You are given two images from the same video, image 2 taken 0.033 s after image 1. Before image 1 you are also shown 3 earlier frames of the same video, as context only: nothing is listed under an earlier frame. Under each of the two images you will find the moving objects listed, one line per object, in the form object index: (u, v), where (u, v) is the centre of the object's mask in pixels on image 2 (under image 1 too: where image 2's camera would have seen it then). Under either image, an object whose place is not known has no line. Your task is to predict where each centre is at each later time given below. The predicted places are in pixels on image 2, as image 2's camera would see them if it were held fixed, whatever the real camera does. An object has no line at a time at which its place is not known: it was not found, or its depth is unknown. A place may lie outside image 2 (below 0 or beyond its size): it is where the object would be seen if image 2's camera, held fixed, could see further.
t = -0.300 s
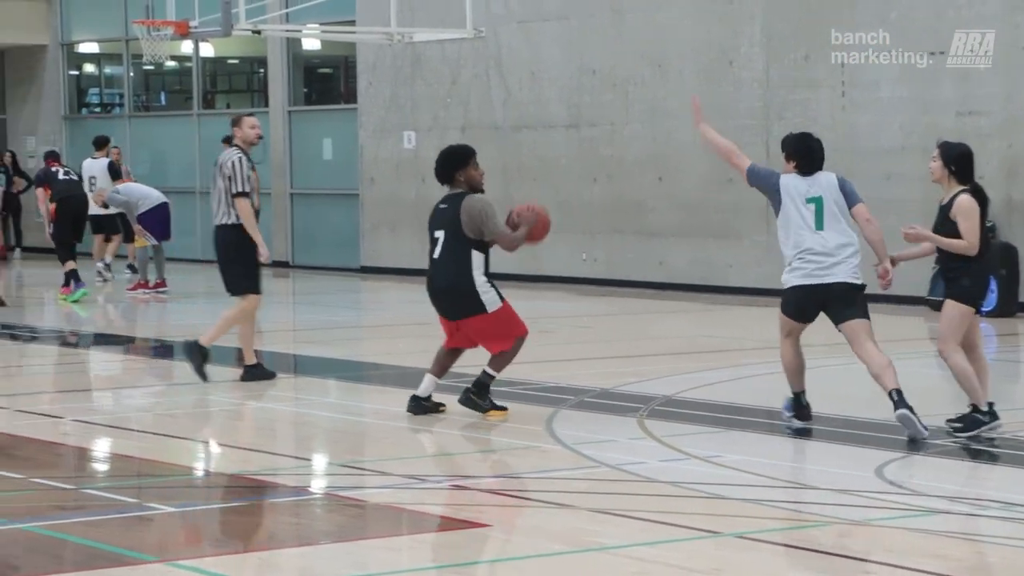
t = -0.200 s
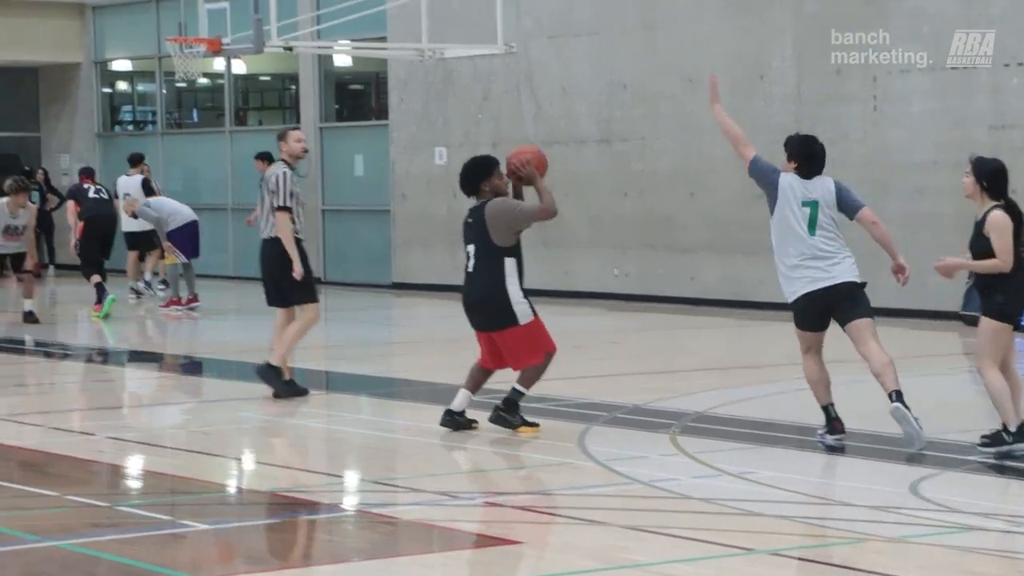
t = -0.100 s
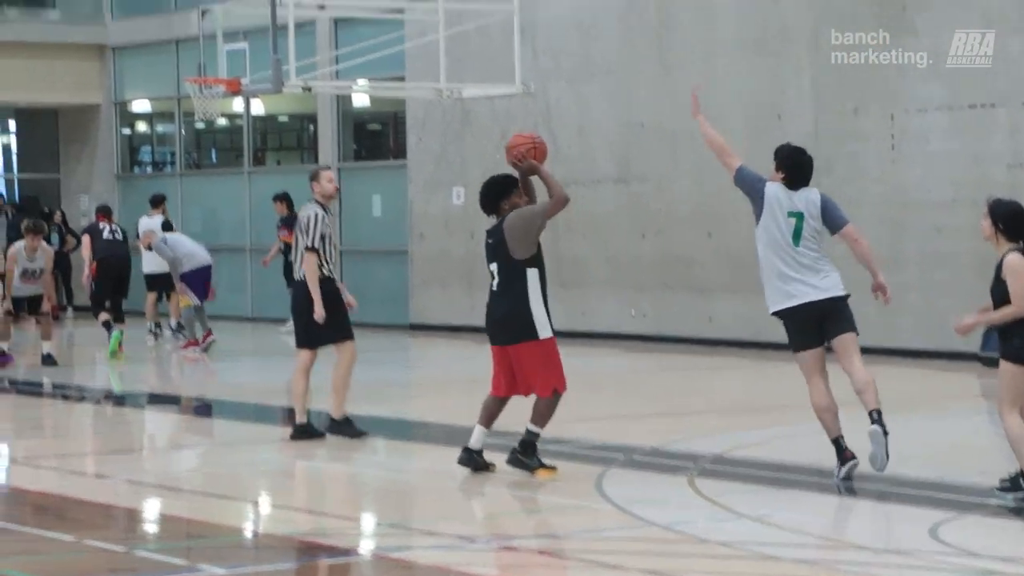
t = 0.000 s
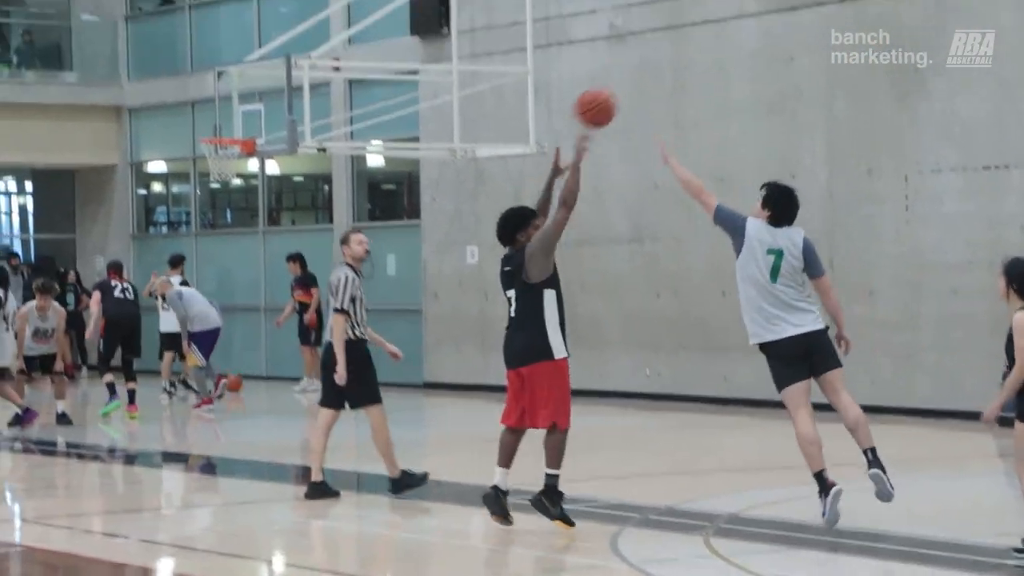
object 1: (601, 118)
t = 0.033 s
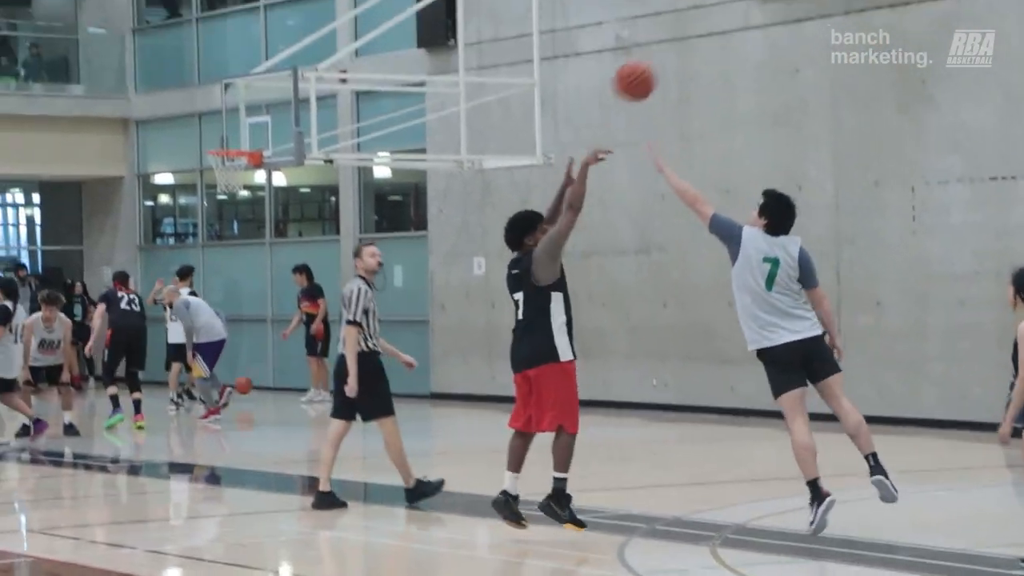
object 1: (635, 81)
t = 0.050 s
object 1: (652, 62)
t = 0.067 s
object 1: (670, 43)
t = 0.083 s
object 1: (687, 25)
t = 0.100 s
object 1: (704, 7)
